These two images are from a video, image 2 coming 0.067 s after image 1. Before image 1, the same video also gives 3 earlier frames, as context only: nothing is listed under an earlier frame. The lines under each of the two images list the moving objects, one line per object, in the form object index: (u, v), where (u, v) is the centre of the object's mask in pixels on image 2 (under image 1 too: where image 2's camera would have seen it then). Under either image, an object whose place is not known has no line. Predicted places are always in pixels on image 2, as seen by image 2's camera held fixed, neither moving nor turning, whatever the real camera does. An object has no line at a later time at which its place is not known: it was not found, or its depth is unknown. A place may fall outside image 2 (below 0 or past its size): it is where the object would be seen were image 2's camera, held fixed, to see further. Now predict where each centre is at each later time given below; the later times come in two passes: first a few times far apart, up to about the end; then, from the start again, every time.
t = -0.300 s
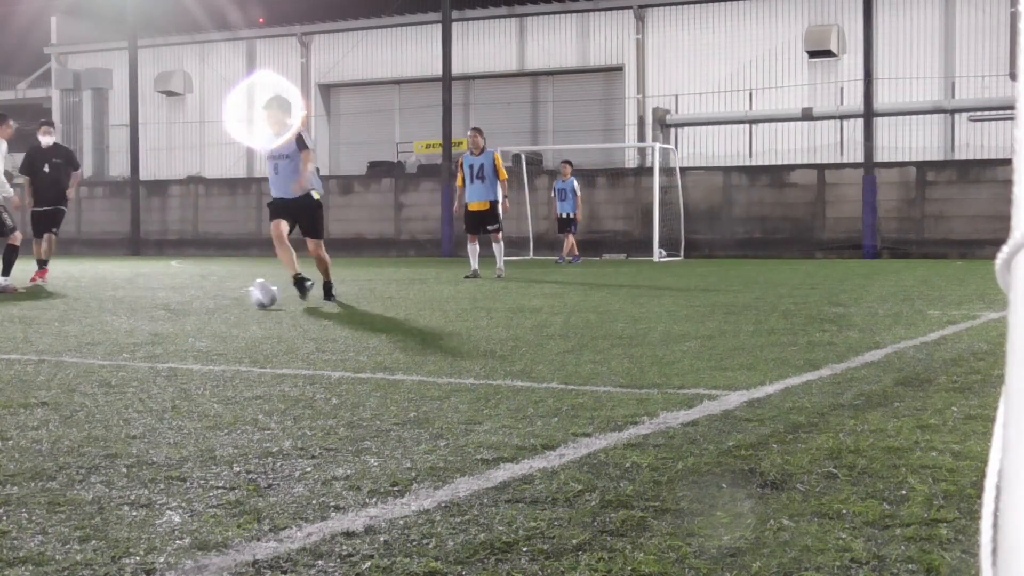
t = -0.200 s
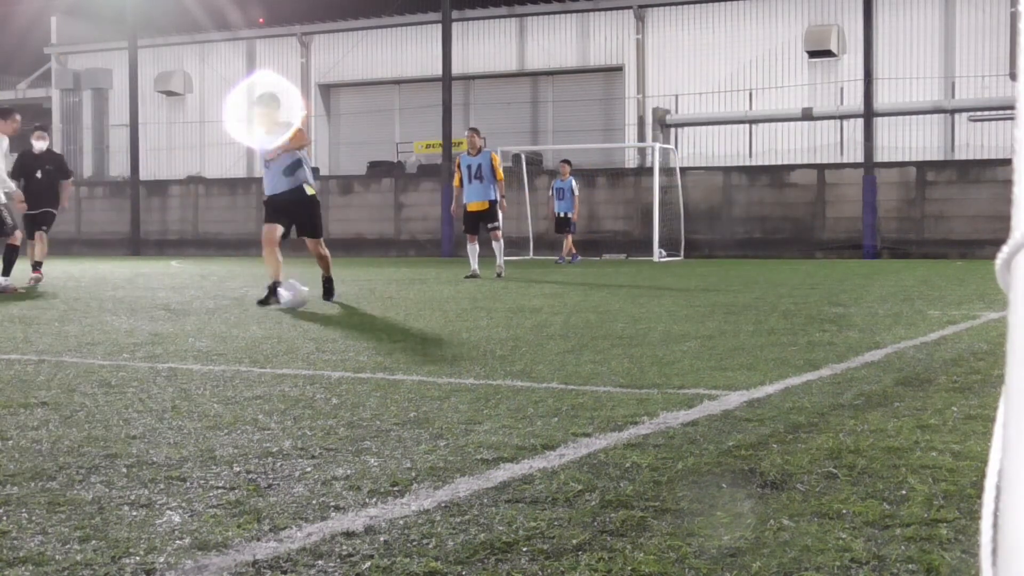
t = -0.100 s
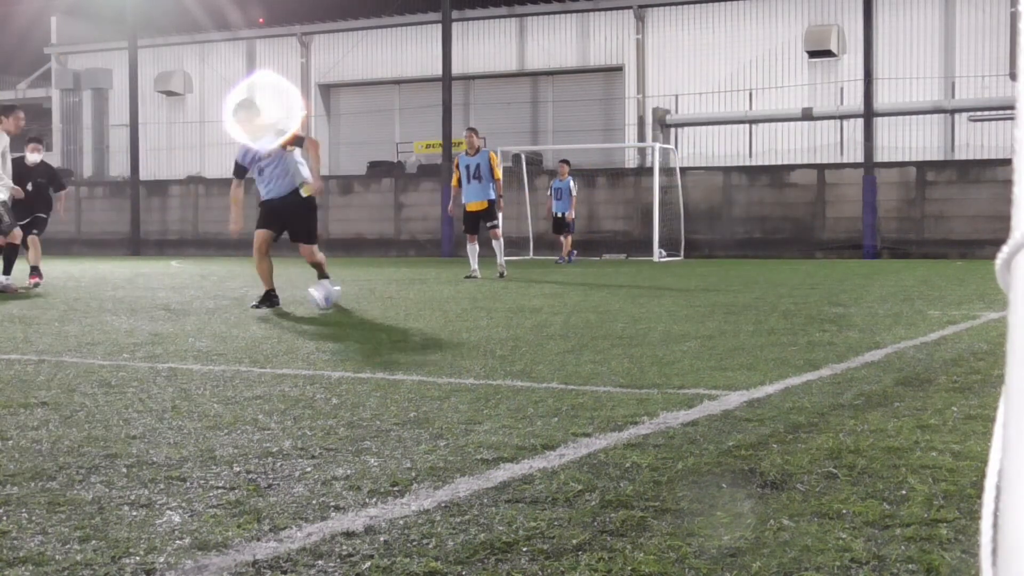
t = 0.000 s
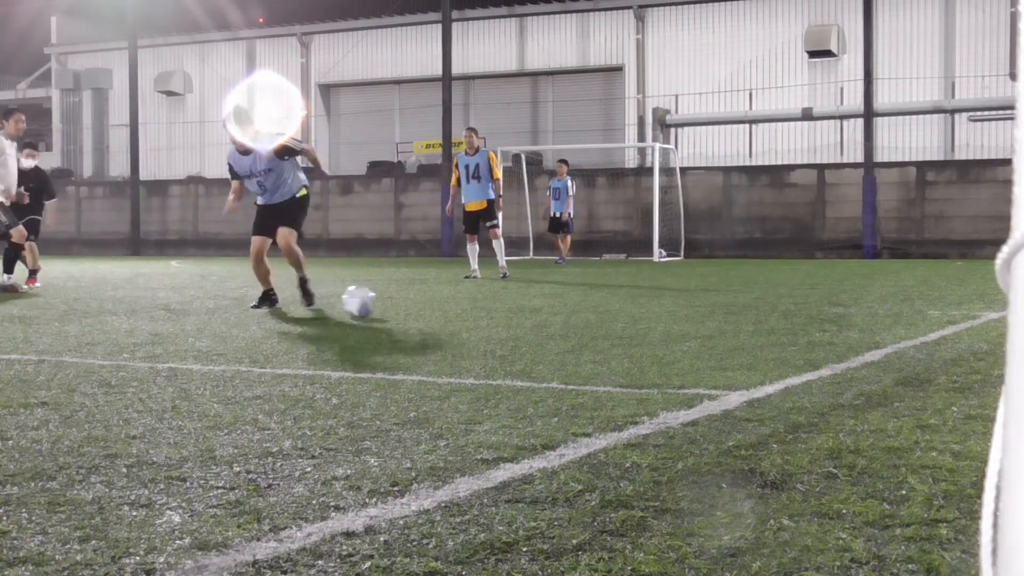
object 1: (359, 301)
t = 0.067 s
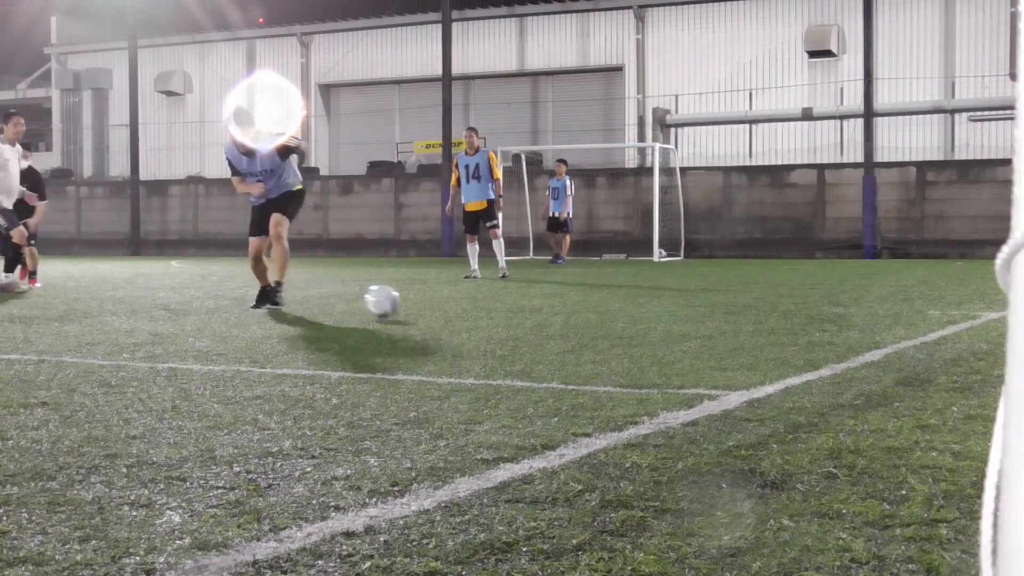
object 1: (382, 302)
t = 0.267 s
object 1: (461, 308)
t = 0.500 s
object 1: (562, 312)
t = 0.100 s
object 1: (395, 305)
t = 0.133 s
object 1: (408, 305)
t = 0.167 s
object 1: (420, 304)
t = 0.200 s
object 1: (433, 304)
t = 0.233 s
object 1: (446, 306)
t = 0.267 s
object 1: (461, 308)
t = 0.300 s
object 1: (474, 309)
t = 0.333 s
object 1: (488, 309)
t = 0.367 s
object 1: (502, 310)
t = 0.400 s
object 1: (518, 312)
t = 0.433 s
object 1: (533, 311)
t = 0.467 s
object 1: (547, 311)
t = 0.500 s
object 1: (562, 312)
